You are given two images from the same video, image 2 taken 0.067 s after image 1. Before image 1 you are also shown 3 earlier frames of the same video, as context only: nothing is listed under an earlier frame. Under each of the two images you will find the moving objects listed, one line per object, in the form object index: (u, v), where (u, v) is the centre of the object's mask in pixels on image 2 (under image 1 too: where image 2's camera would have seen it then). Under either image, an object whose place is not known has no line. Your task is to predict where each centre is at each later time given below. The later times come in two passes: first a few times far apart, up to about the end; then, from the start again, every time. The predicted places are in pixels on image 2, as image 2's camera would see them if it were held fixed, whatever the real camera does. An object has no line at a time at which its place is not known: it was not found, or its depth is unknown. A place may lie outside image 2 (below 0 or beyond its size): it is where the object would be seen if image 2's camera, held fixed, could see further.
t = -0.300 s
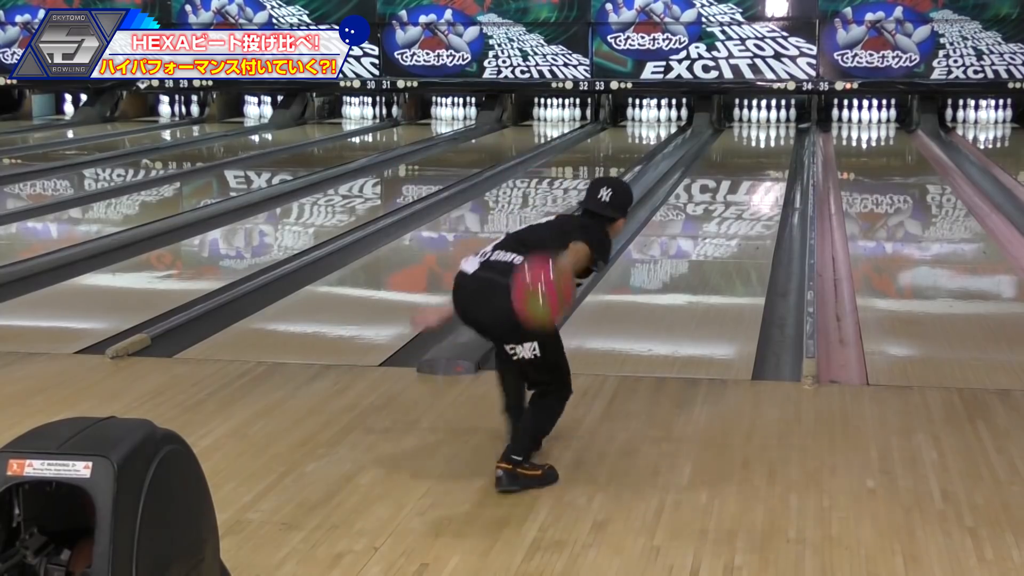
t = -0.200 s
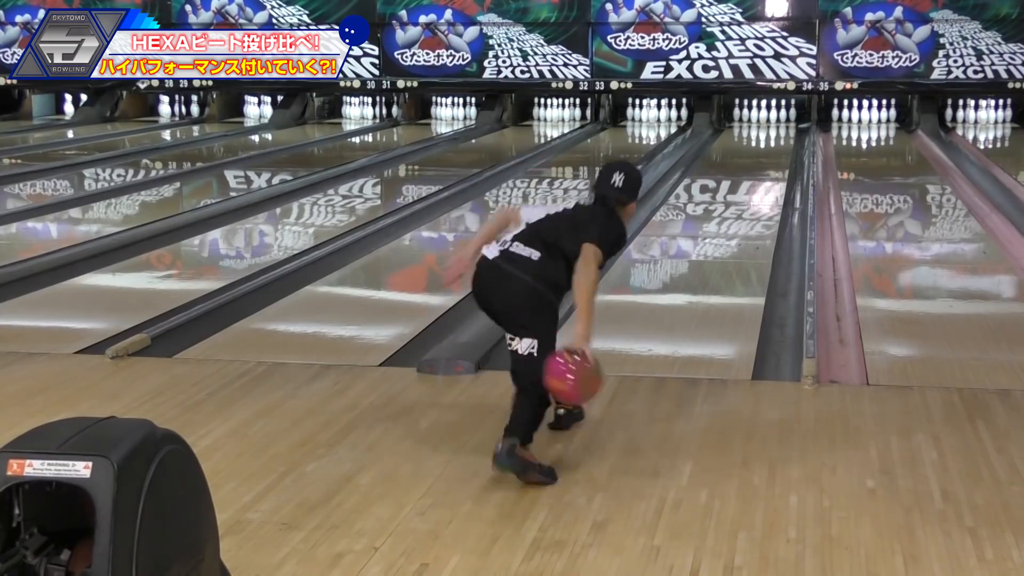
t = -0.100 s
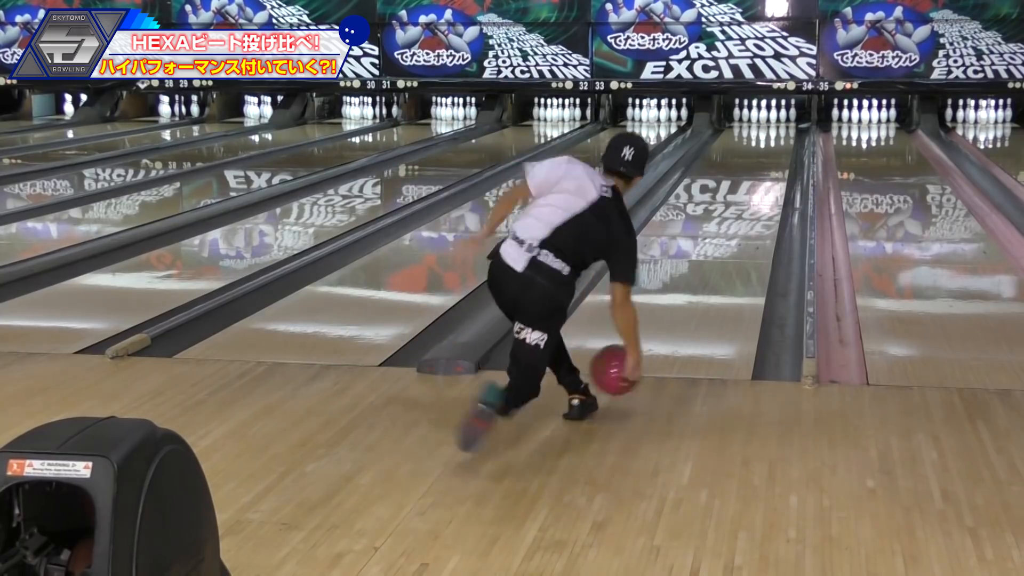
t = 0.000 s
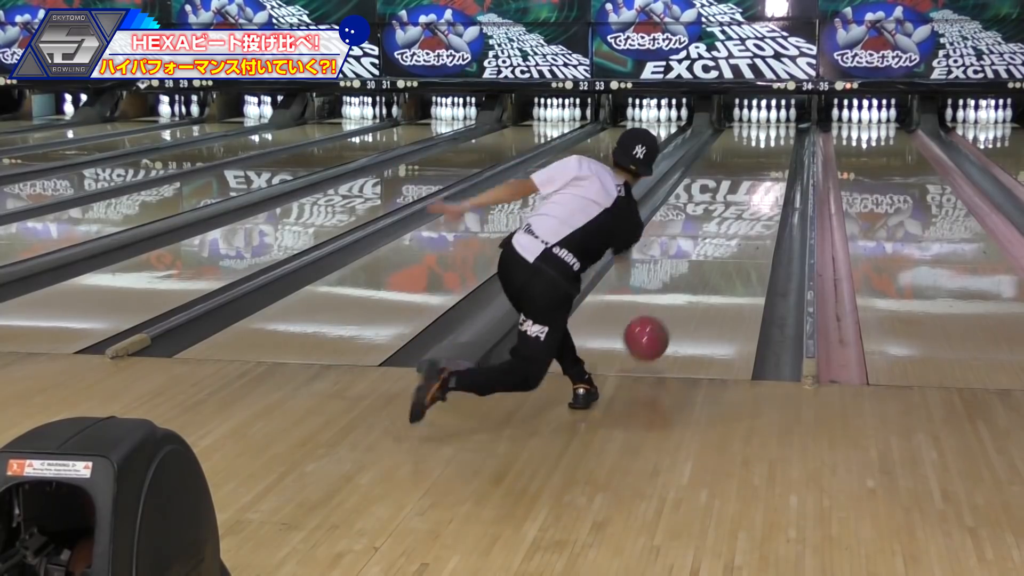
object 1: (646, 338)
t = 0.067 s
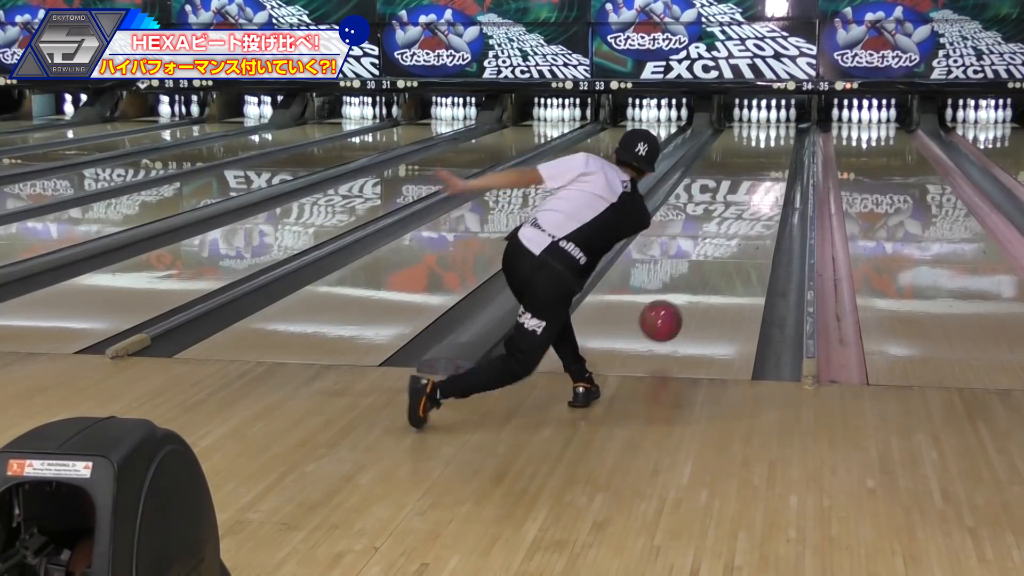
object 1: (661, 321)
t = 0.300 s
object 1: (700, 278)
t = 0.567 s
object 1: (729, 234)
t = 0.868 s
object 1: (751, 199)
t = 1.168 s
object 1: (766, 175)
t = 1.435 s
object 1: (774, 159)
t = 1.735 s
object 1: (779, 144)
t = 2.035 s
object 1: (780, 132)
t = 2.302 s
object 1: (774, 124)
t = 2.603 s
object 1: (763, 117)
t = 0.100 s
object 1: (667, 316)
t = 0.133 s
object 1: (674, 314)
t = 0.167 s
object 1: (679, 307)
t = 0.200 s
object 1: (685, 299)
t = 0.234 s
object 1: (691, 291)
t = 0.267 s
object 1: (695, 284)
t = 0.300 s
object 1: (700, 278)
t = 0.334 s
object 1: (704, 271)
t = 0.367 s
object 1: (708, 265)
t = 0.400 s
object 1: (712, 259)
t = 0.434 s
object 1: (716, 254)
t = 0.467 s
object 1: (720, 248)
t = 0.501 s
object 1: (723, 243)
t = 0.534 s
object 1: (726, 238)
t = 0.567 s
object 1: (729, 234)
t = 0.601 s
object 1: (732, 230)
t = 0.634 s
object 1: (735, 225)
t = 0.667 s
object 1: (738, 221)
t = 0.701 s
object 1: (740, 217)
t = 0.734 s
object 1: (743, 213)
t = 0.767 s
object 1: (745, 210)
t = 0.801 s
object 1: (747, 206)
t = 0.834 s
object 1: (749, 203)
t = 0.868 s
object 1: (751, 199)
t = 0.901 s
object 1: (753, 196)
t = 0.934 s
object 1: (755, 193)
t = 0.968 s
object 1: (756, 191)
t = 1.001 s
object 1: (758, 188)
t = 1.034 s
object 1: (760, 185)
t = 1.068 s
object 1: (761, 183)
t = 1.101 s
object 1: (762, 180)
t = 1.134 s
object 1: (764, 178)
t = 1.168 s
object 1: (766, 175)
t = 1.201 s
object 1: (767, 174)
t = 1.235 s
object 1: (768, 171)
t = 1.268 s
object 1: (769, 168)
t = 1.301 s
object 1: (770, 166)
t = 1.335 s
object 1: (771, 165)
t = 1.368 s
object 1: (773, 162)
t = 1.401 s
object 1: (773, 160)
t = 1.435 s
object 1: (774, 159)
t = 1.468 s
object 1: (775, 157)
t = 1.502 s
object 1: (776, 155)
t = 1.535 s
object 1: (776, 153)
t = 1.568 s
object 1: (777, 152)
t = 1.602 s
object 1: (777, 150)
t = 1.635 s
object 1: (778, 149)
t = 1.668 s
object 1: (778, 147)
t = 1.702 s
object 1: (779, 145)
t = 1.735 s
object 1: (779, 144)
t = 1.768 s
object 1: (779, 142)
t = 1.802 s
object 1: (780, 141)
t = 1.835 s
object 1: (780, 140)
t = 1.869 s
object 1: (780, 139)
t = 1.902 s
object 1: (780, 137)
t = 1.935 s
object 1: (780, 136)
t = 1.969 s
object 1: (780, 135)
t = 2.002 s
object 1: (780, 133)
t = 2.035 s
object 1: (780, 132)
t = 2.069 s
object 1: (780, 131)
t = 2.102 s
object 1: (779, 130)
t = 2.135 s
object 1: (779, 129)
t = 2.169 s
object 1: (778, 128)
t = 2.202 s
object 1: (777, 127)
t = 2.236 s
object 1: (776, 126)
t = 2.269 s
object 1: (775, 125)
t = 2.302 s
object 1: (774, 124)
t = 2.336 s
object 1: (773, 123)
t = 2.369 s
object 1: (772, 122)
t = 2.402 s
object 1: (770, 121)
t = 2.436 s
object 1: (768, 120)
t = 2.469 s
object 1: (766, 120)
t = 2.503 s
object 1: (765, 120)
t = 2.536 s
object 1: (763, 117)
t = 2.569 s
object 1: (763, 117)
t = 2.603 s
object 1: (763, 117)
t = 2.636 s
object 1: (761, 117)
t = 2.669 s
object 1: (760, 116)
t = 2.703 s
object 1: (758, 116)
